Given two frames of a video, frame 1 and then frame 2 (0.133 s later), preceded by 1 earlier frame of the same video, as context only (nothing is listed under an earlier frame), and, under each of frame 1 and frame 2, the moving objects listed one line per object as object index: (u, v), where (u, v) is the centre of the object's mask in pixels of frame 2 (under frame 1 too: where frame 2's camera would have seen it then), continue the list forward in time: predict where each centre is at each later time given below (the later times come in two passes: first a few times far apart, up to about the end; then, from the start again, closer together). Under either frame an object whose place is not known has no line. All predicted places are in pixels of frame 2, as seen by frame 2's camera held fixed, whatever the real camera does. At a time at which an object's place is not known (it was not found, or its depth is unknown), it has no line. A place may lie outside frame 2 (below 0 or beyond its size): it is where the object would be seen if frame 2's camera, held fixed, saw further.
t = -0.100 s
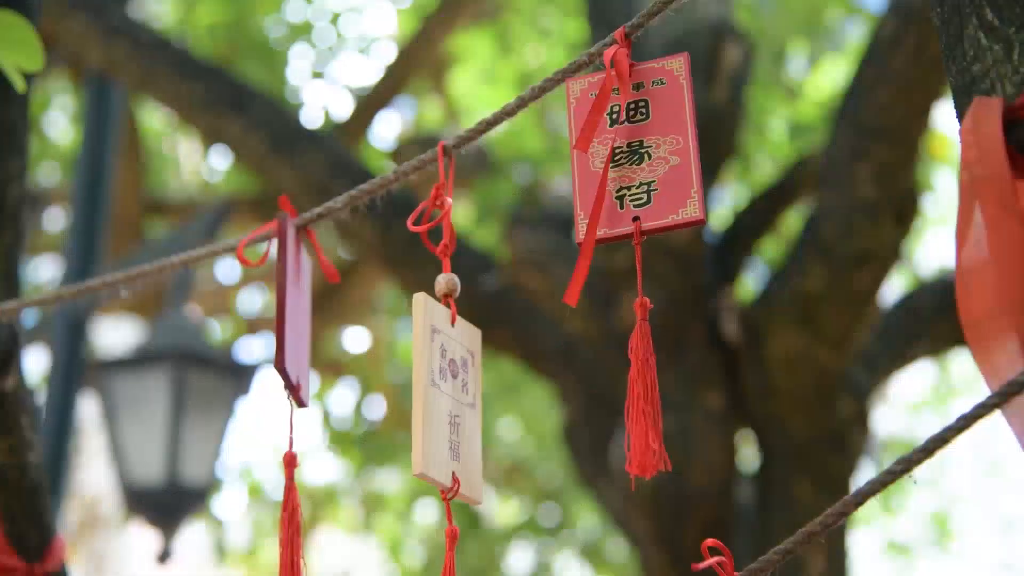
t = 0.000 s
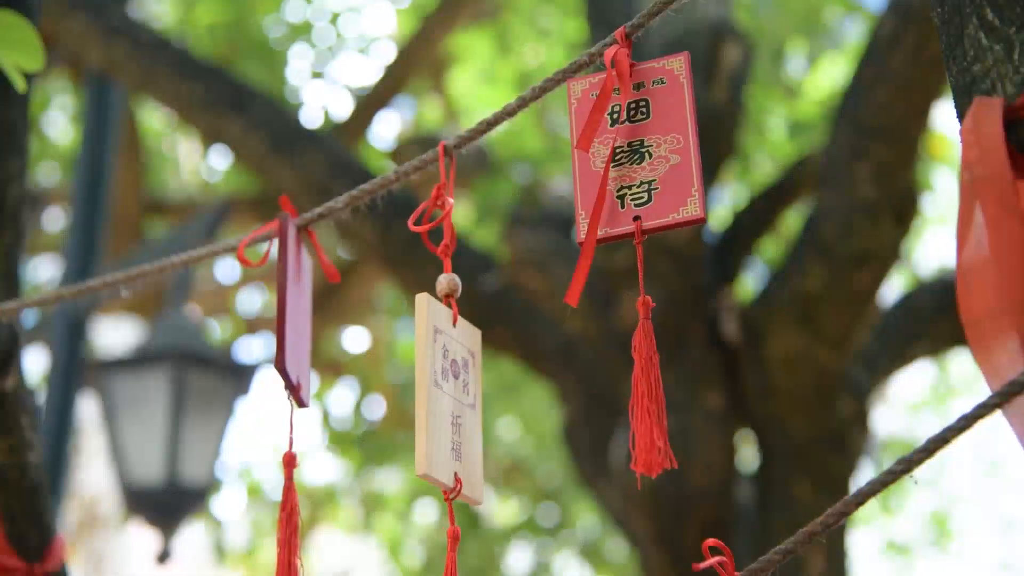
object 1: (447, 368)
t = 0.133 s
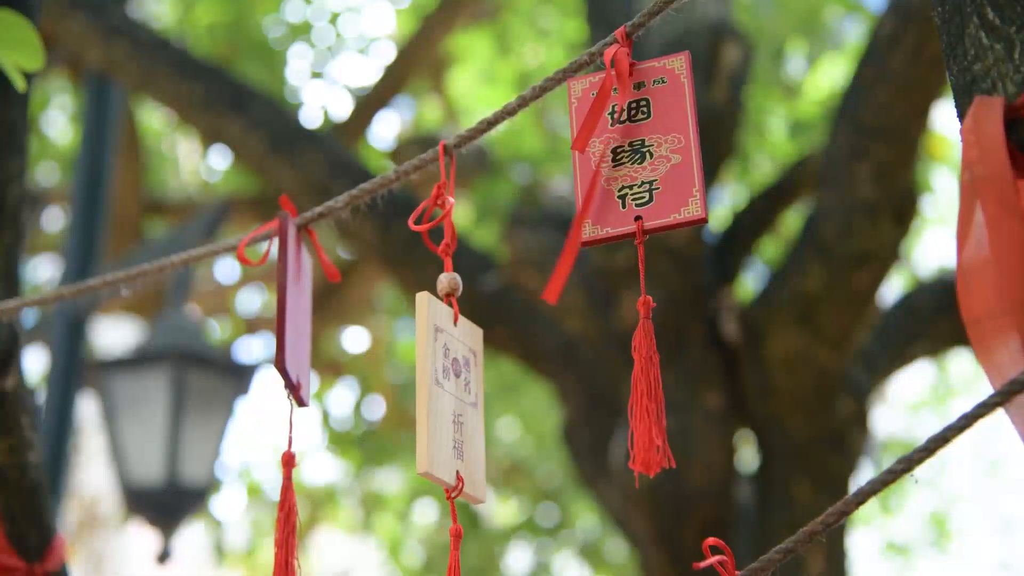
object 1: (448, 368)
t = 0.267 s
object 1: (448, 370)
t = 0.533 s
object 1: (441, 366)
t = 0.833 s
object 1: (446, 374)
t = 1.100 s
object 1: (446, 374)
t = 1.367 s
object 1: (447, 369)
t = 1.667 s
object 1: (452, 350)
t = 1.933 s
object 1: (446, 360)
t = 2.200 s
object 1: (447, 364)
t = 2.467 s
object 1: (449, 371)
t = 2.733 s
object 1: (445, 370)
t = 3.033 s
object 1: (449, 356)
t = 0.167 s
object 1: (448, 368)
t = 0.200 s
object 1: (448, 368)
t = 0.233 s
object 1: (448, 370)
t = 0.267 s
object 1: (448, 370)
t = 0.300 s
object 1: (448, 371)
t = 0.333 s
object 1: (447, 383)
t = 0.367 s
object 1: (446, 385)
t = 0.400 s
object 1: (445, 373)
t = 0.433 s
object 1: (444, 364)
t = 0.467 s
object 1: (443, 365)
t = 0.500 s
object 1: (442, 366)
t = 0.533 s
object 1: (441, 366)
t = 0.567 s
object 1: (441, 366)
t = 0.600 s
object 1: (441, 367)
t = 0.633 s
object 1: (442, 367)
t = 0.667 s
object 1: (442, 367)
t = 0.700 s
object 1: (443, 367)
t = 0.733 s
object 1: (443, 367)
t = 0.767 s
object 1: (444, 367)
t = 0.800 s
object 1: (445, 367)
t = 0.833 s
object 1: (446, 374)
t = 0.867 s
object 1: (446, 374)
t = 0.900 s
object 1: (447, 374)
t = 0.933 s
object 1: (447, 374)
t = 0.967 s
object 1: (447, 374)
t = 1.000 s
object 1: (447, 374)
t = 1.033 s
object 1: (446, 374)
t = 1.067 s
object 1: (446, 374)
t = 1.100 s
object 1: (446, 374)
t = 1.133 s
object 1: (445, 373)
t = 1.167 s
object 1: (445, 373)
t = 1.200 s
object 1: (445, 373)
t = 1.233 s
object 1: (445, 373)
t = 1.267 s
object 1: (445, 372)
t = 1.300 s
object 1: (446, 371)
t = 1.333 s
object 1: (446, 371)
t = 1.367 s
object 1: (447, 369)
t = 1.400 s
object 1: (448, 368)
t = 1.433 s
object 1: (449, 367)
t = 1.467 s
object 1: (450, 367)
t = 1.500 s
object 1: (451, 365)
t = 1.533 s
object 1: (451, 364)
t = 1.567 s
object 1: (452, 362)
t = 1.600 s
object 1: (452, 361)
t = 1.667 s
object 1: (452, 350)
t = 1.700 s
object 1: (451, 349)
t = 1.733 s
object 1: (451, 350)
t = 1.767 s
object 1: (451, 358)
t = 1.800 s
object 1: (450, 359)
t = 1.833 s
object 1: (449, 358)
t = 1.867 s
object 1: (448, 359)
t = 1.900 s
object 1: (447, 359)
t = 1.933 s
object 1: (446, 360)
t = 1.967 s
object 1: (445, 348)
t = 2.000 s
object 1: (445, 349)
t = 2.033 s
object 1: (445, 350)
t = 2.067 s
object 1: (445, 350)
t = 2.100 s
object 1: (445, 351)
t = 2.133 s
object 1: (446, 362)
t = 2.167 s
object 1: (447, 363)
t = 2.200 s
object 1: (447, 364)
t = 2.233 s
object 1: (448, 364)
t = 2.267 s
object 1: (448, 366)
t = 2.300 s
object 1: (449, 366)
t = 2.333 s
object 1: (449, 369)
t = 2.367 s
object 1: (449, 370)
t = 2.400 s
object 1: (449, 370)
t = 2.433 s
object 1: (449, 370)
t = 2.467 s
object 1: (449, 371)
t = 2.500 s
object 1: (448, 372)
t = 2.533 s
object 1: (448, 372)
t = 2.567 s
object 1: (447, 372)
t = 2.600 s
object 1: (447, 372)
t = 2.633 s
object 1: (446, 372)
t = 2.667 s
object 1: (446, 372)
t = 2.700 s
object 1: (446, 372)
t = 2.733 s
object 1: (445, 370)
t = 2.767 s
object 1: (445, 369)
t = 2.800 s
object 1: (446, 371)
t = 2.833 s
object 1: (446, 369)
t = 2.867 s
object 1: (446, 368)
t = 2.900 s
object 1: (447, 368)
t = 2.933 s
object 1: (447, 366)
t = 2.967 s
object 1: (448, 365)
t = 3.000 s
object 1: (448, 364)
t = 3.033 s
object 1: (449, 356)
